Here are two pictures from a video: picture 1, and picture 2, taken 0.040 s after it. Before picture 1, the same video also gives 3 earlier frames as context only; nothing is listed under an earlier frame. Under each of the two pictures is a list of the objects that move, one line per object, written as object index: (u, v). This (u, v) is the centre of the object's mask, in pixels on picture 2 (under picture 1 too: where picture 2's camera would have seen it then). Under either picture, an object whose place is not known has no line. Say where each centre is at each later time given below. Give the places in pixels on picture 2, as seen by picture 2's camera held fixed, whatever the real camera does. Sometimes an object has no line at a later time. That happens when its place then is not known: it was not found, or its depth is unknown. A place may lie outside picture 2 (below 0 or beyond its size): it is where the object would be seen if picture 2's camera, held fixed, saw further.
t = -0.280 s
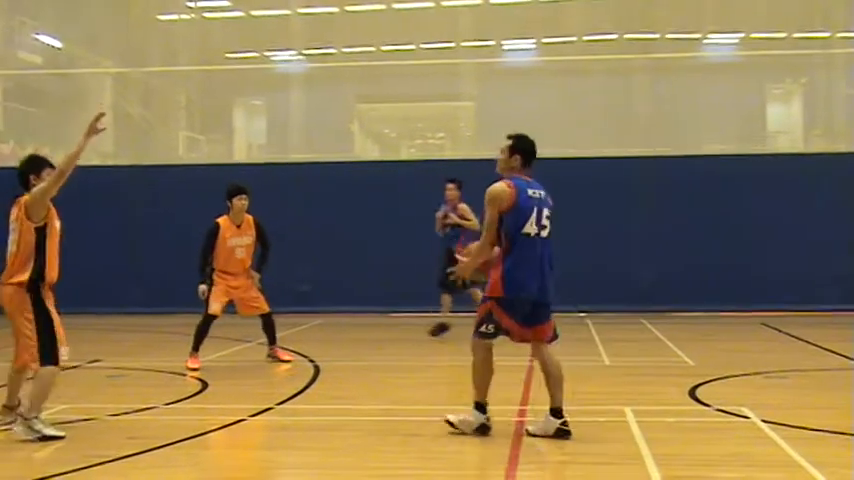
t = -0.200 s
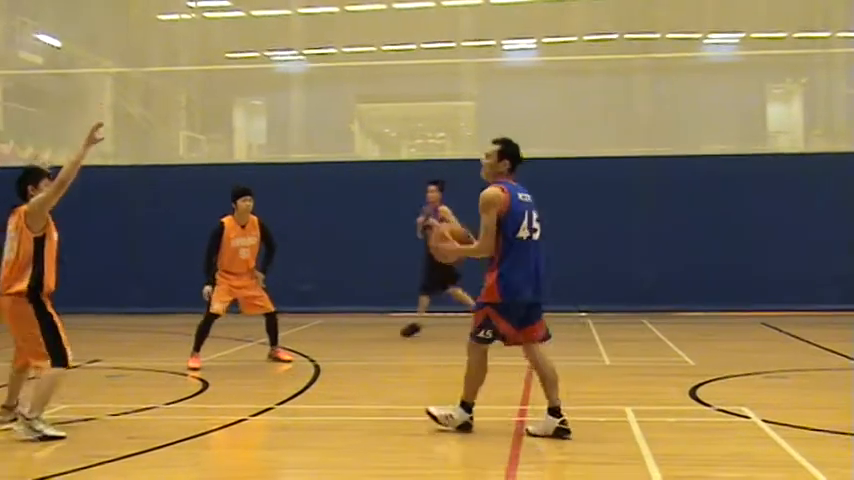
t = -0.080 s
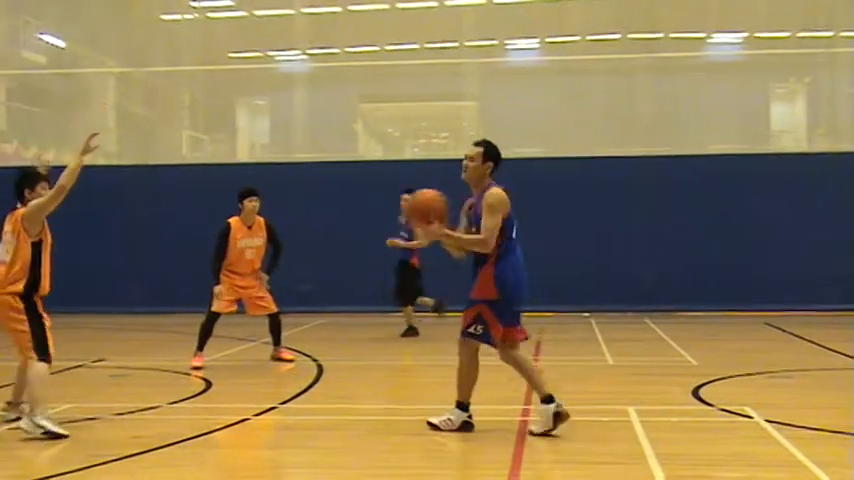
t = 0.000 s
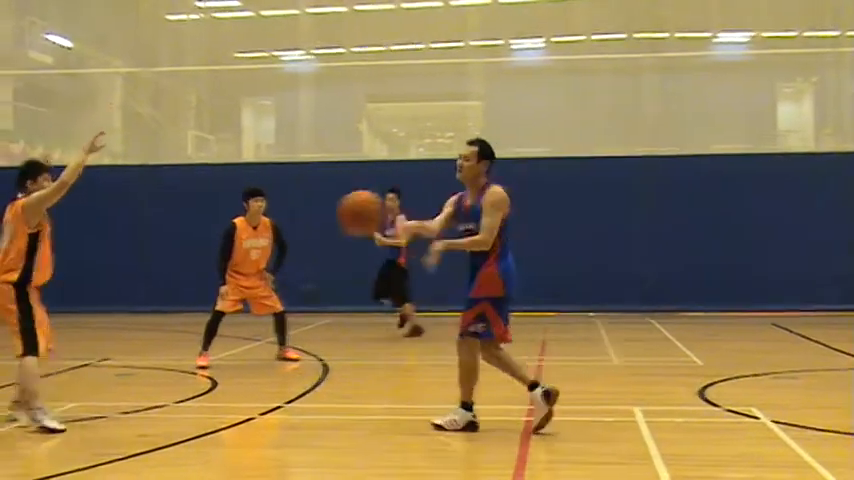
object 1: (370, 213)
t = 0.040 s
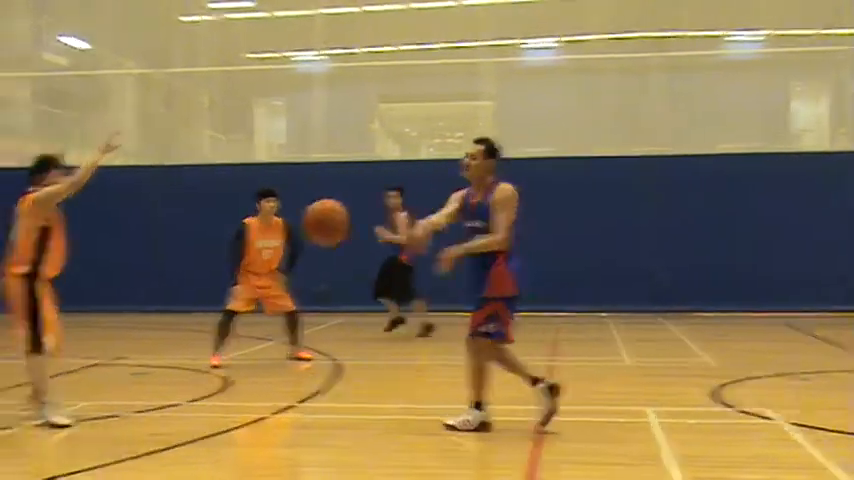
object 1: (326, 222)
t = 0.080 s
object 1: (275, 235)
